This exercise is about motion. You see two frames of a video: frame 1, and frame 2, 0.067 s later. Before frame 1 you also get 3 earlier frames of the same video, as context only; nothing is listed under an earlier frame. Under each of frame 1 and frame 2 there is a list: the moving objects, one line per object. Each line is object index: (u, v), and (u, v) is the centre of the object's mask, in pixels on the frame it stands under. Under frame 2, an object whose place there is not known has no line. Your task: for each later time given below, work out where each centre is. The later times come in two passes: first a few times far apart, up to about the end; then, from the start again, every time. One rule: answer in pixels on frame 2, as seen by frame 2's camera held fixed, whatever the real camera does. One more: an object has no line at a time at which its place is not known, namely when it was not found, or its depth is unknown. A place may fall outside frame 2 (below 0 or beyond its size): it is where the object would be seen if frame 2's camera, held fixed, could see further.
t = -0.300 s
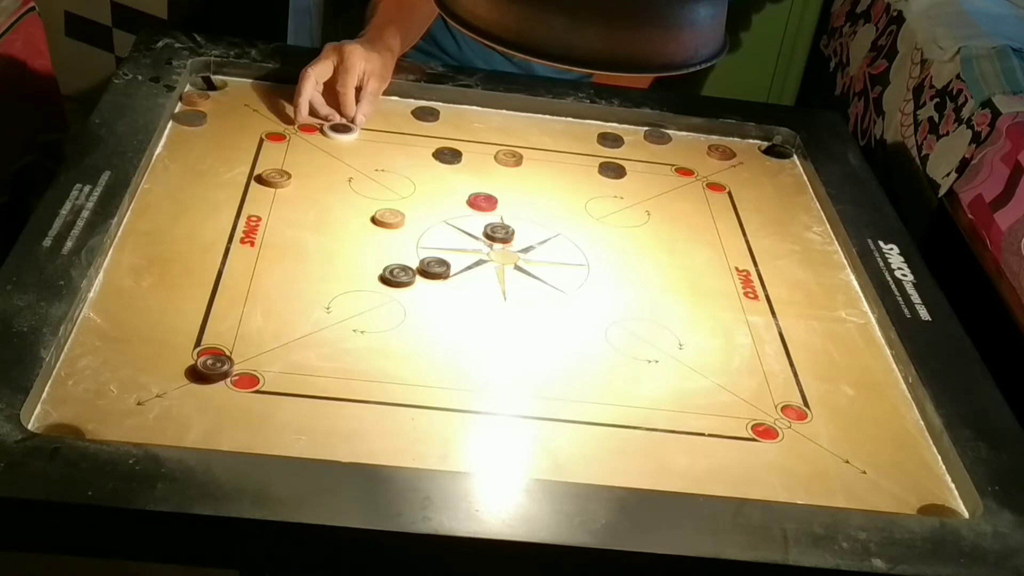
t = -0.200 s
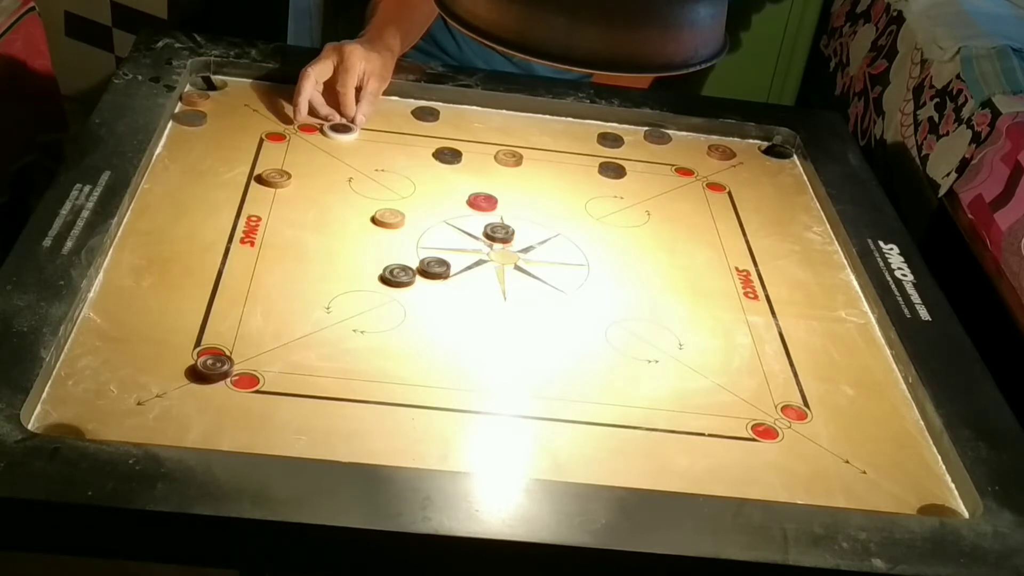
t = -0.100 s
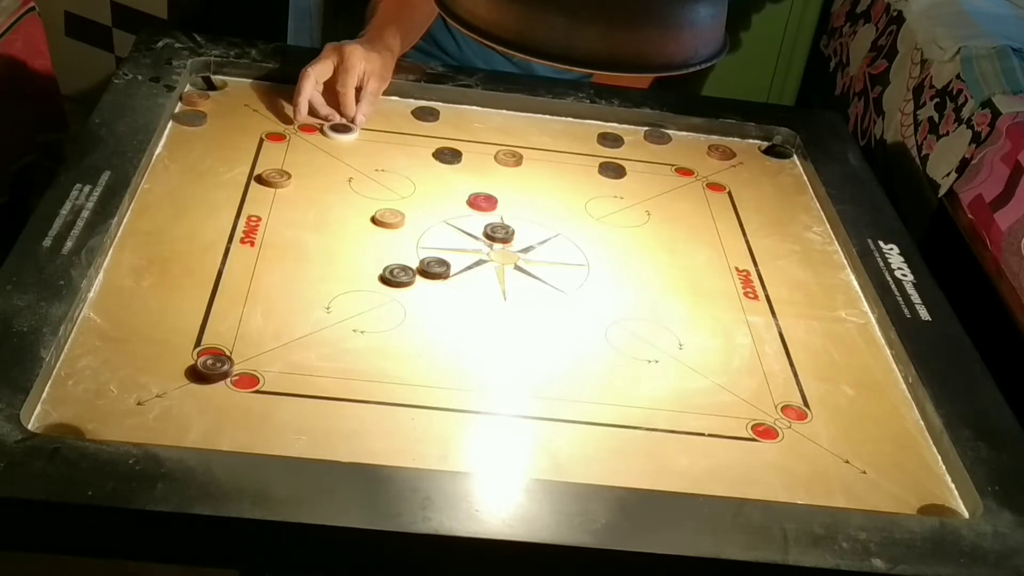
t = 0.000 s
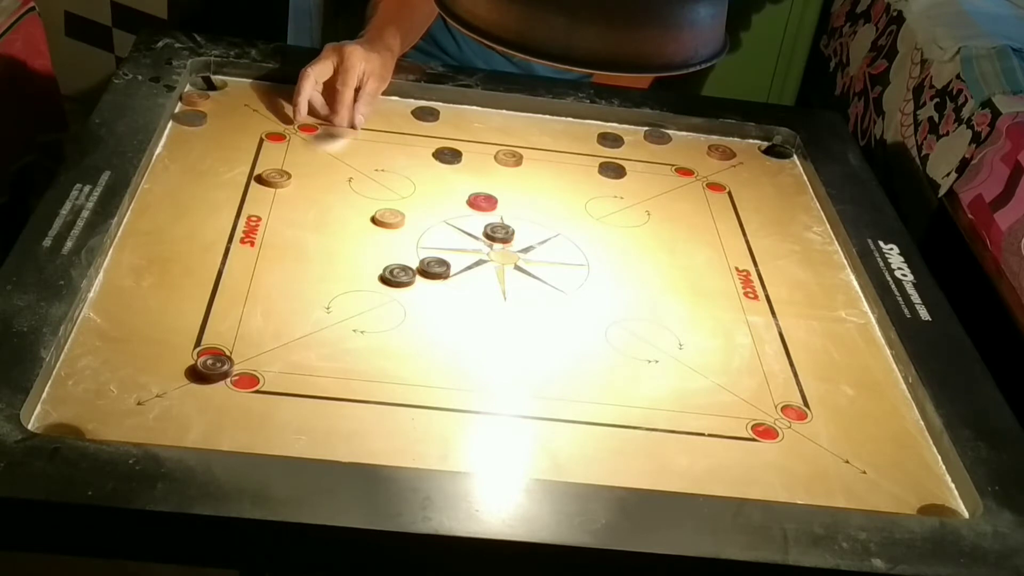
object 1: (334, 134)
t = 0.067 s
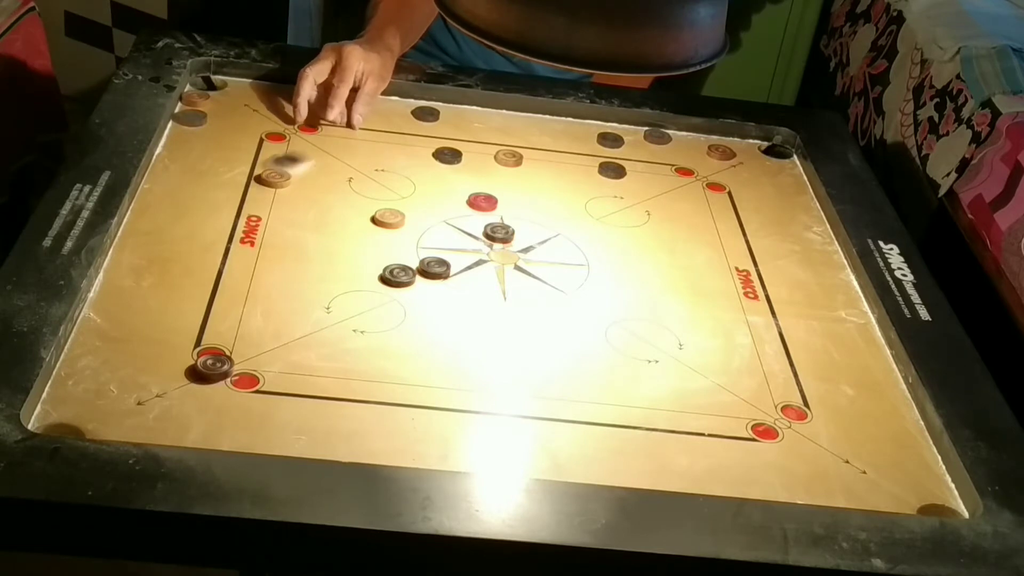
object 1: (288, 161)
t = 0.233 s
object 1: (227, 186)
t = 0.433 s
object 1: (176, 203)
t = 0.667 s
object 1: (156, 206)
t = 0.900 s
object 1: (156, 207)
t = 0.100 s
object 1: (275, 169)
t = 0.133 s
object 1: (260, 173)
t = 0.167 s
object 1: (249, 178)
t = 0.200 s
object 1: (238, 183)
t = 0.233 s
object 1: (227, 186)
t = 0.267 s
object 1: (216, 190)
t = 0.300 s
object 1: (207, 194)
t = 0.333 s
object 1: (197, 196)
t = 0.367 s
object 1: (190, 199)
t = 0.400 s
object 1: (183, 201)
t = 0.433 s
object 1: (176, 203)
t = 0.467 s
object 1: (171, 204)
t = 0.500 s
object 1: (166, 205)
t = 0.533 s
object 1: (162, 206)
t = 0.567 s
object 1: (159, 206)
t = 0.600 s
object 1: (157, 207)
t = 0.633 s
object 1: (157, 206)
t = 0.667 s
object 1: (156, 206)
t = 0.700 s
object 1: (156, 207)
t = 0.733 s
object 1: (156, 207)
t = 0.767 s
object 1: (156, 207)
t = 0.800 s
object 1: (156, 207)
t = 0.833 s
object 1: (156, 207)
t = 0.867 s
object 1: (156, 207)
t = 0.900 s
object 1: (156, 207)
